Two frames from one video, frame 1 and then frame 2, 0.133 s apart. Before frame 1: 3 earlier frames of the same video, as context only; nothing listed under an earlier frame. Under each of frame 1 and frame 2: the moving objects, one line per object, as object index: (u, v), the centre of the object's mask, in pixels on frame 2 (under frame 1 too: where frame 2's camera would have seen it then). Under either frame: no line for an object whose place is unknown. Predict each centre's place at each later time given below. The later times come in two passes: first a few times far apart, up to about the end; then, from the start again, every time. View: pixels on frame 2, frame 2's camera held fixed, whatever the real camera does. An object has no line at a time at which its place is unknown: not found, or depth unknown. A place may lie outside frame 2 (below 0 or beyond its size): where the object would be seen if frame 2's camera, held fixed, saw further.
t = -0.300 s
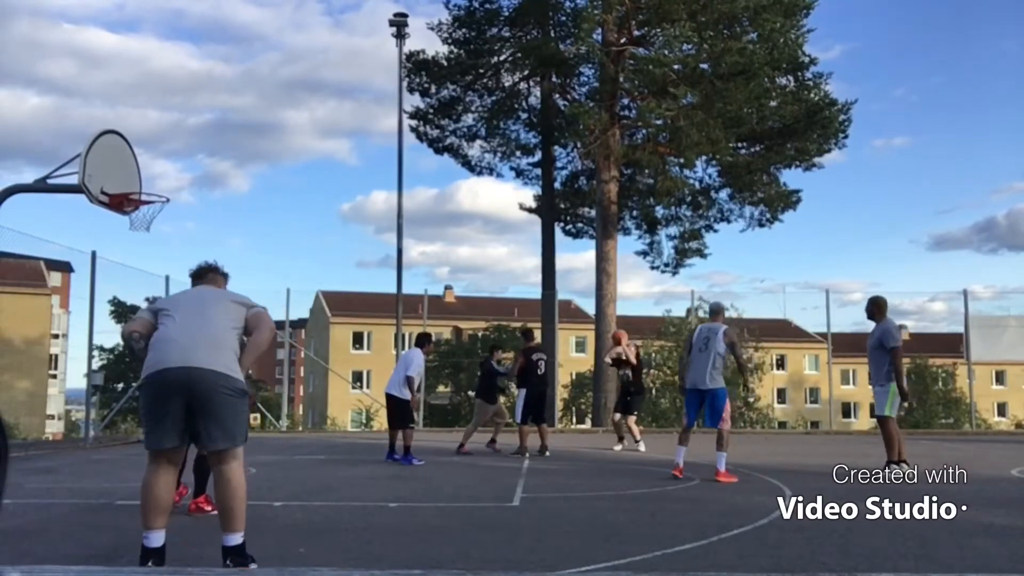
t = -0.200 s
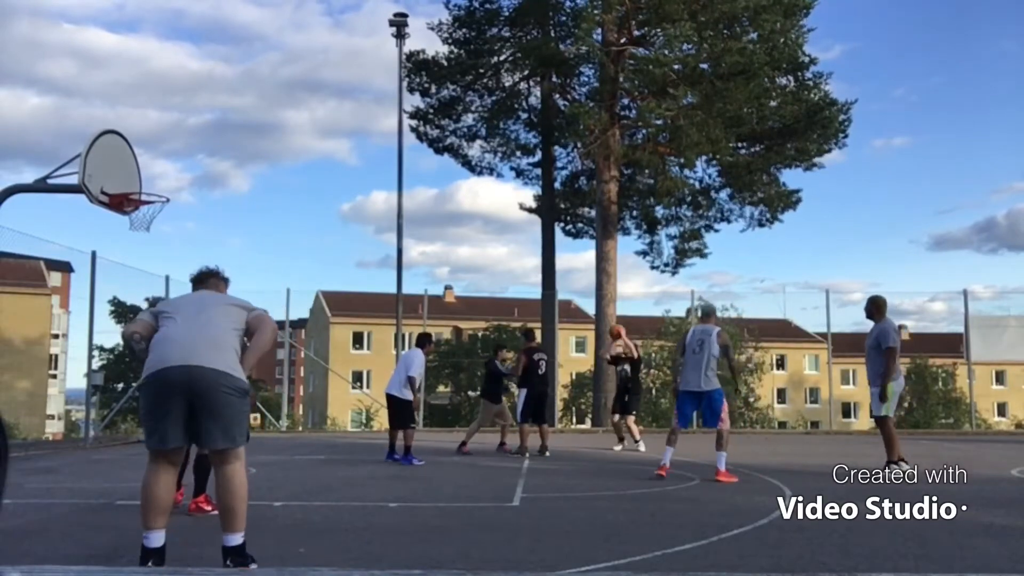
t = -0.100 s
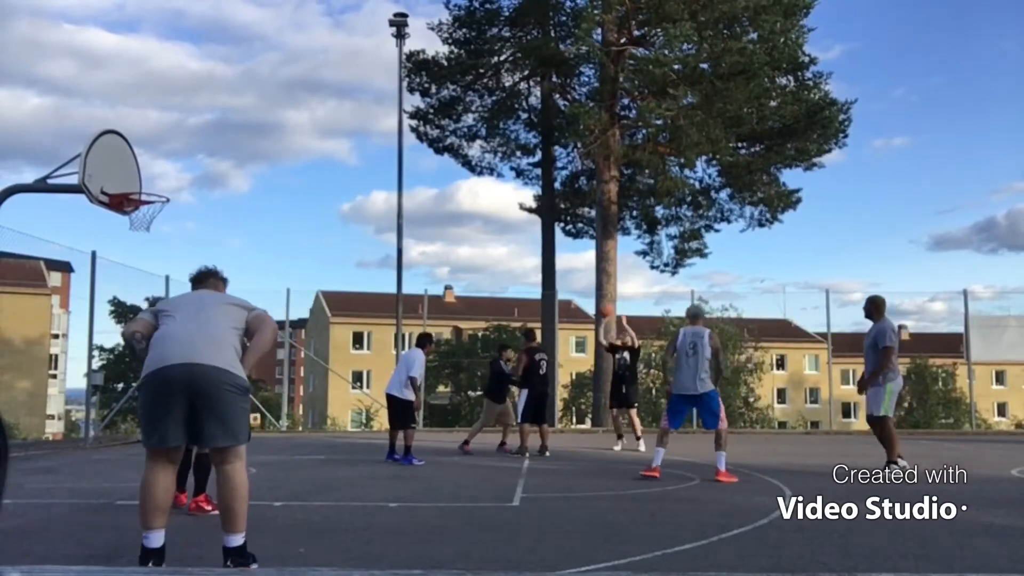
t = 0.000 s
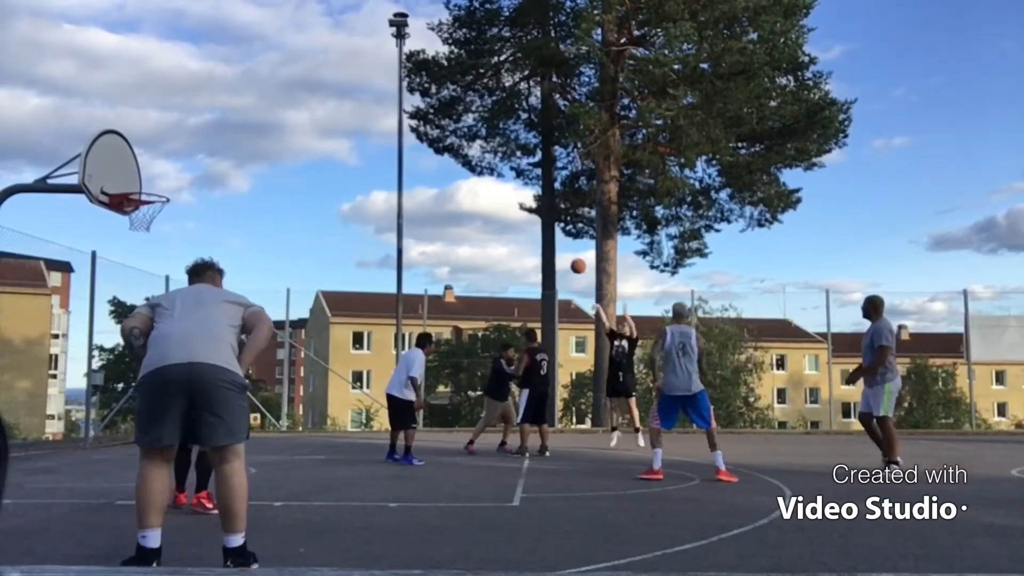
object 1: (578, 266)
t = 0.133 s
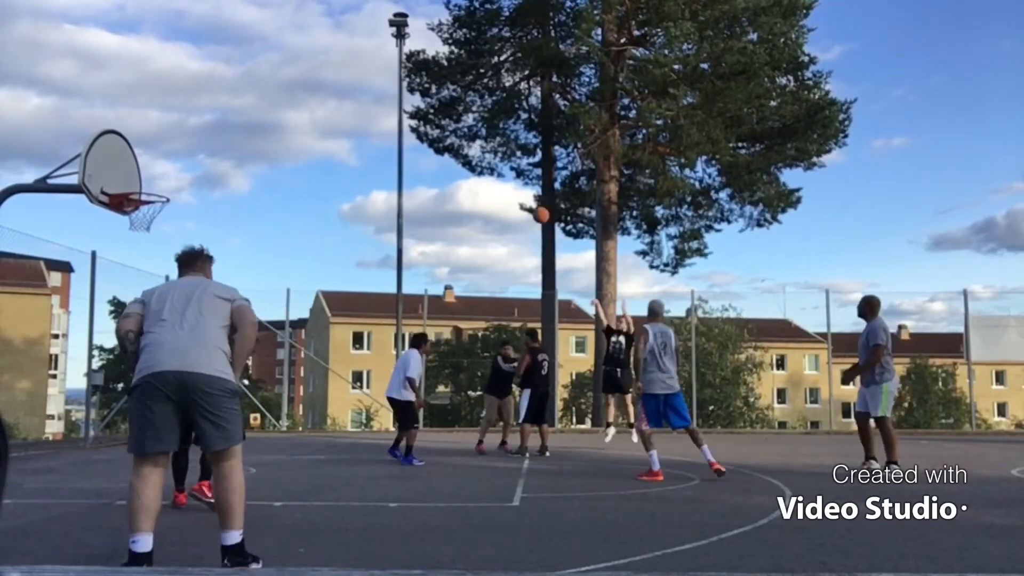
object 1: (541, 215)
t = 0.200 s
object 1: (521, 194)
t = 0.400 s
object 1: (461, 142)
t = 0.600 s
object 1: (393, 116)
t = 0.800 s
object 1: (319, 116)
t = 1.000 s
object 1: (235, 148)
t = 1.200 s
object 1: (174, 174)
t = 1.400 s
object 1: (194, 118)
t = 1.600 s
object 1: (209, 97)
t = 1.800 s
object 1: (221, 107)
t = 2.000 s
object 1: (231, 144)
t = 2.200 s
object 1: (239, 206)
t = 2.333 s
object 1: (244, 261)
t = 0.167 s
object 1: (532, 205)
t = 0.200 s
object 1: (521, 194)
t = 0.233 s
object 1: (511, 184)
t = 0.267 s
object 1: (502, 174)
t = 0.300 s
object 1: (491, 165)
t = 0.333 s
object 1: (481, 157)
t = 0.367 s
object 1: (469, 150)
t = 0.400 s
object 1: (461, 142)
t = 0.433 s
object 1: (450, 136)
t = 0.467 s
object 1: (438, 130)
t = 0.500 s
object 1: (427, 126)
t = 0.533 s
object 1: (416, 120)
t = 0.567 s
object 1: (404, 119)
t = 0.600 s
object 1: (393, 116)
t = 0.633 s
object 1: (381, 114)
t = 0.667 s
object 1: (369, 112)
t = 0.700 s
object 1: (357, 112)
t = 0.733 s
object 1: (344, 112)
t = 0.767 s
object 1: (332, 114)
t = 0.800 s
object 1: (319, 116)
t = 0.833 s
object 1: (305, 119)
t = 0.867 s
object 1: (292, 123)
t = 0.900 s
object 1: (278, 128)
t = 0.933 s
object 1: (264, 133)
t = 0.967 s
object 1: (250, 140)
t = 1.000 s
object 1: (235, 148)
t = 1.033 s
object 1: (220, 157)
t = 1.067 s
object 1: (205, 167)
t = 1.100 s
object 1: (190, 178)
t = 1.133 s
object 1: (174, 190)
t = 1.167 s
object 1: (170, 187)
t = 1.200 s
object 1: (174, 174)
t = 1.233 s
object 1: (177, 162)
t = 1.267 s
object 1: (181, 151)
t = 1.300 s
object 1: (184, 141)
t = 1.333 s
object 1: (188, 132)
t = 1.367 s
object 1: (191, 125)
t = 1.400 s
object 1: (194, 118)
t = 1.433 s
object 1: (196, 112)
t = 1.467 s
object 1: (199, 107)
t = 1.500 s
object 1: (202, 103)
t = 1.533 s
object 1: (204, 100)
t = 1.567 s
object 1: (206, 98)
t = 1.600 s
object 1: (209, 97)
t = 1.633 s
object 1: (211, 96)
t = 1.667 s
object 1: (213, 97)
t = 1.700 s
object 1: (215, 98)
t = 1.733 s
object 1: (217, 100)
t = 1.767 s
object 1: (219, 103)
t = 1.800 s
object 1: (221, 107)
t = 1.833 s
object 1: (223, 111)
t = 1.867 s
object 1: (225, 116)
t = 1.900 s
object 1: (226, 122)
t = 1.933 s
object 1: (228, 129)
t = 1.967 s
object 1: (230, 136)
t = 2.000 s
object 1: (231, 144)
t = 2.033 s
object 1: (233, 153)
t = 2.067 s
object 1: (234, 162)
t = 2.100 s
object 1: (235, 172)
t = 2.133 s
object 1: (237, 183)
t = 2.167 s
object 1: (238, 194)
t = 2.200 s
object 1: (239, 206)
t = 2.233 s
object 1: (240, 219)
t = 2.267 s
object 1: (241, 232)
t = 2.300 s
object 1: (242, 246)
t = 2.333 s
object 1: (244, 261)
